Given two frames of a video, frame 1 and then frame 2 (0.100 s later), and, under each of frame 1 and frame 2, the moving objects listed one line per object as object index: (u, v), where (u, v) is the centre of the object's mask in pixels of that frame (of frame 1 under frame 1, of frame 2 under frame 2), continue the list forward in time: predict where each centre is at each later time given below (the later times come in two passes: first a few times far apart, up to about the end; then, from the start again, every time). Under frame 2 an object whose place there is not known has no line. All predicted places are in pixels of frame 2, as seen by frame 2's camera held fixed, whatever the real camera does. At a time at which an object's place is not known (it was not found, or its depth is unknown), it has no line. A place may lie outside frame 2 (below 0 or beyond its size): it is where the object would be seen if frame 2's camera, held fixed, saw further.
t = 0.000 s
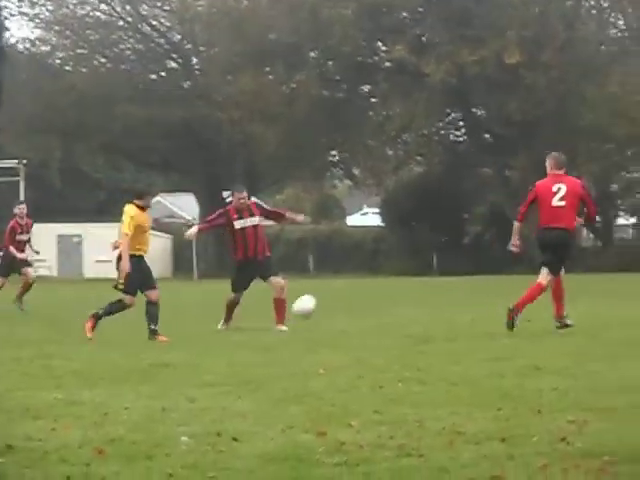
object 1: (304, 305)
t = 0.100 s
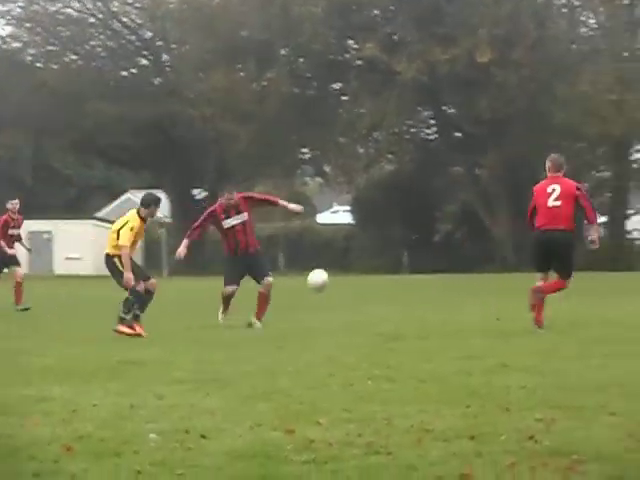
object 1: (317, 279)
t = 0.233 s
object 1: (369, 264)
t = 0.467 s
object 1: (446, 281)
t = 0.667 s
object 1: (487, 296)
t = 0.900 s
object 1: (520, 290)
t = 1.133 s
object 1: (551, 298)
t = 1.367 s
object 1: (581, 302)
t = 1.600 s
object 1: (605, 301)
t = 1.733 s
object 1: (618, 302)
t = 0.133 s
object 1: (331, 274)
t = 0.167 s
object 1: (344, 270)
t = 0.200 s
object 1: (356, 266)
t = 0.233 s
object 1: (369, 264)
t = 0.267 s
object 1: (381, 263)
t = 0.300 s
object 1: (393, 264)
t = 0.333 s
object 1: (404, 265)
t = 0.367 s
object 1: (415, 267)
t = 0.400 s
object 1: (426, 270)
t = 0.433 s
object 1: (436, 275)
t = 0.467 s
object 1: (446, 281)
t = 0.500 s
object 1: (455, 288)
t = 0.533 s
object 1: (463, 296)
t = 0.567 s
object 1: (472, 305)
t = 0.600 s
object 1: (478, 306)
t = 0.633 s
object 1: (483, 301)
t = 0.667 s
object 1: (487, 296)
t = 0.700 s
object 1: (492, 292)
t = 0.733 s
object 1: (498, 289)
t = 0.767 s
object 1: (502, 287)
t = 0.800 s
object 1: (506, 286)
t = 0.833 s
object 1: (511, 286)
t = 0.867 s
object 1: (515, 287)
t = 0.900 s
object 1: (520, 290)
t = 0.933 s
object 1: (524, 294)
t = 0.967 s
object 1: (528, 297)
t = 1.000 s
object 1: (533, 302)
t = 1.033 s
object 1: (537, 304)
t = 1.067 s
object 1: (541, 302)
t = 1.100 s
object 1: (546, 300)
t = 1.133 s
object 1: (551, 298)
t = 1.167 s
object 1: (555, 297)
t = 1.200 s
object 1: (560, 298)
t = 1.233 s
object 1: (564, 300)
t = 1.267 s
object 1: (569, 302)
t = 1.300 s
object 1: (572, 303)
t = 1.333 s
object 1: (577, 303)
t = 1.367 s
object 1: (581, 302)
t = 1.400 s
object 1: (584, 302)
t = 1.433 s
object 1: (588, 302)
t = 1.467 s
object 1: (591, 303)
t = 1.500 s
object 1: (595, 303)
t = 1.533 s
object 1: (598, 302)
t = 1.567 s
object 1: (602, 301)
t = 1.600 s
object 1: (605, 301)
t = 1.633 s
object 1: (608, 301)
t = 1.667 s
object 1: (611, 302)
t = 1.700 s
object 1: (615, 303)
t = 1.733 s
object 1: (618, 302)
